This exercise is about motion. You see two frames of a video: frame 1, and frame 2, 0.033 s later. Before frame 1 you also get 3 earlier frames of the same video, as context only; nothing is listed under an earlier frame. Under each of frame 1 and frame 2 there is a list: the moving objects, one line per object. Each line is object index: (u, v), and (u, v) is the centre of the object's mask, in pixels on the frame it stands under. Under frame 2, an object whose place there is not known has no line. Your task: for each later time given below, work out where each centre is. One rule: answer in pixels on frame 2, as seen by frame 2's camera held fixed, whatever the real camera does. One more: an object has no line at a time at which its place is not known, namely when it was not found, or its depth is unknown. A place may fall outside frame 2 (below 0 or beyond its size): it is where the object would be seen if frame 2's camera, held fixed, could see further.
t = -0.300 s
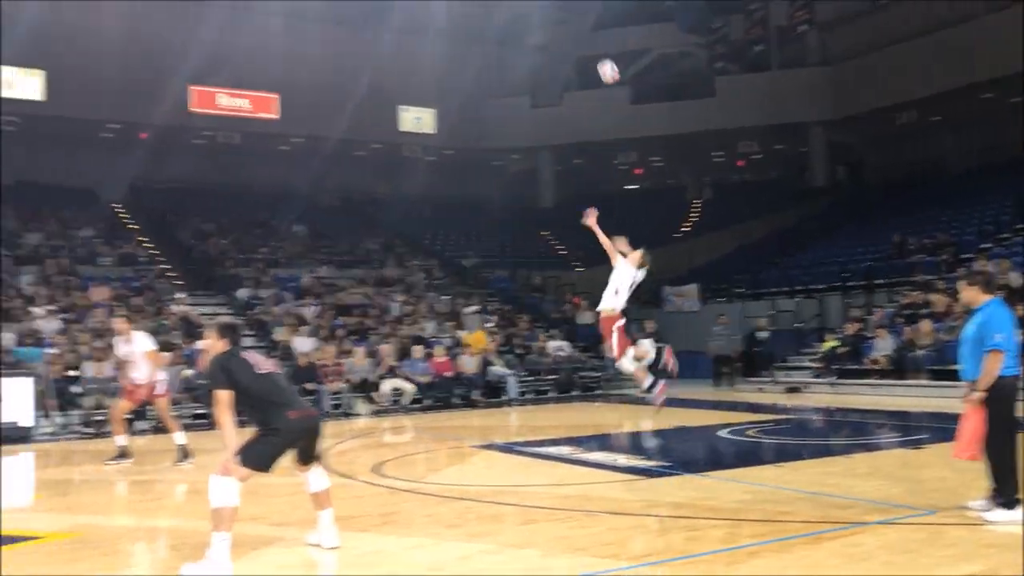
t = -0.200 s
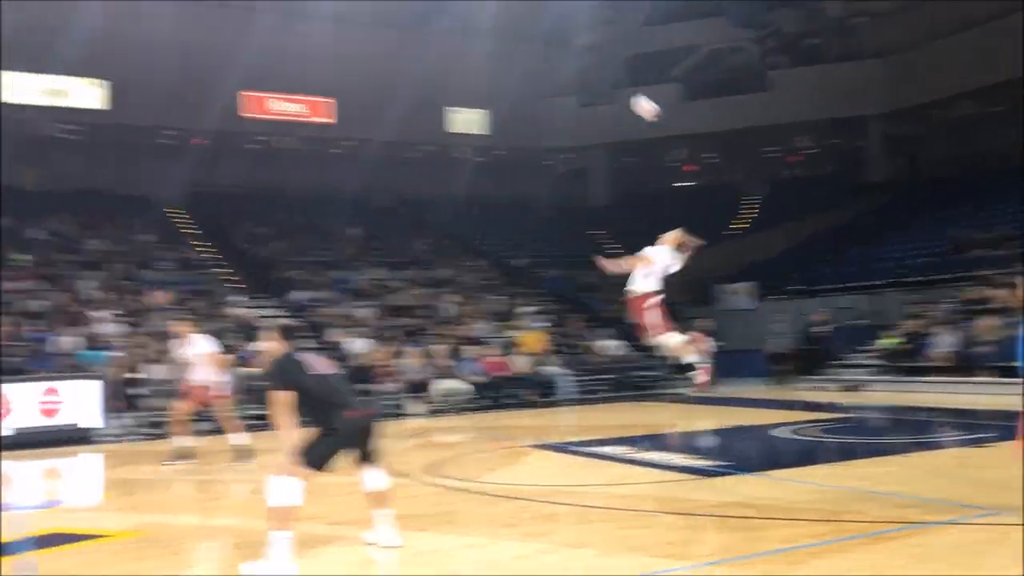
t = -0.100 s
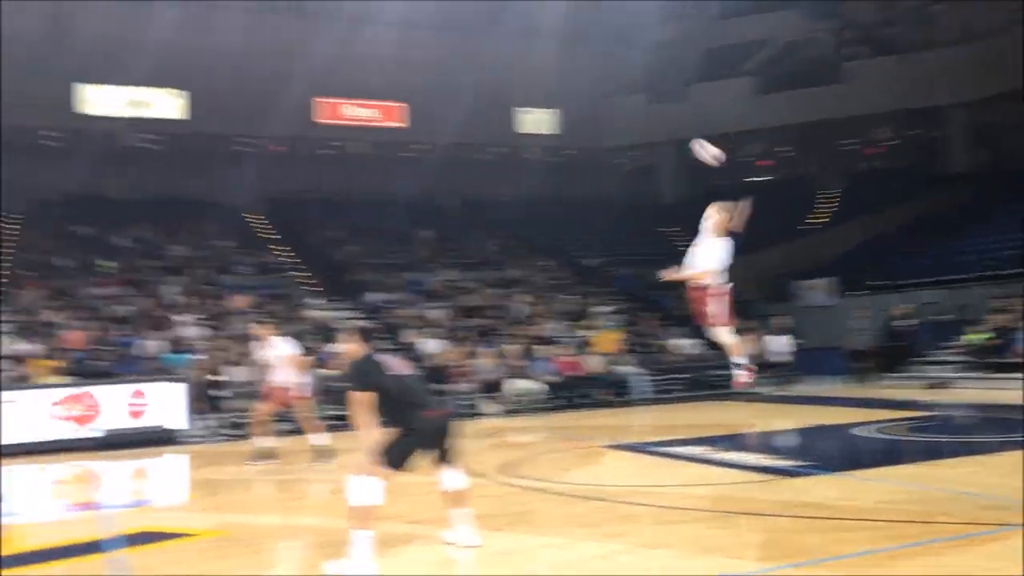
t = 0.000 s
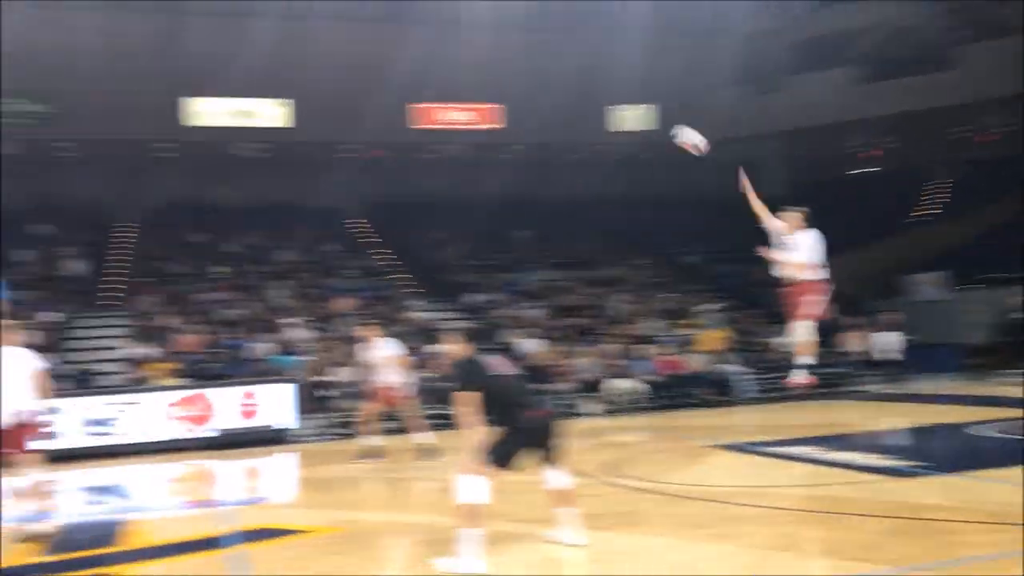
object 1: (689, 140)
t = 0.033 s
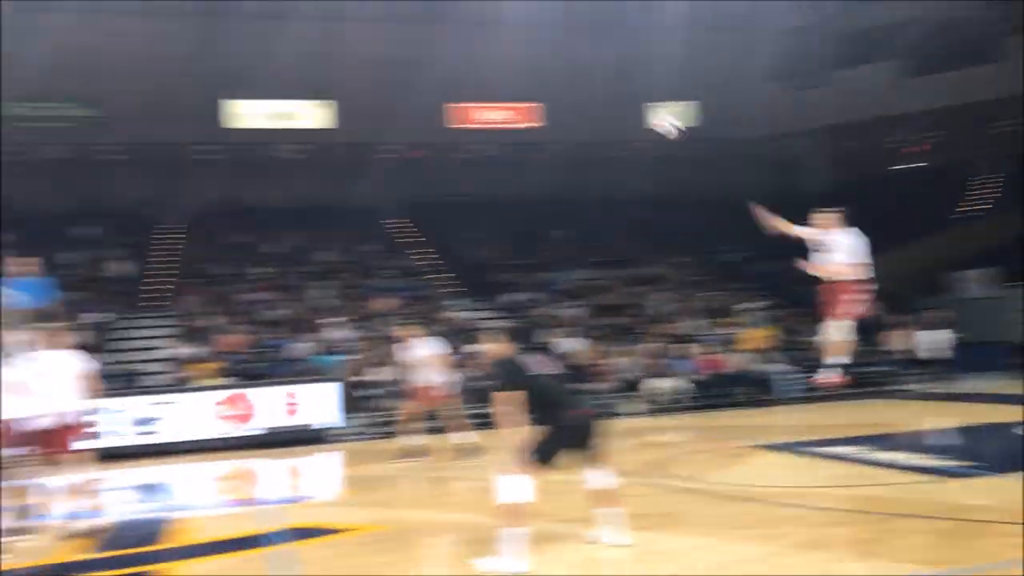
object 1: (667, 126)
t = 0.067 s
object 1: (600, 113)
